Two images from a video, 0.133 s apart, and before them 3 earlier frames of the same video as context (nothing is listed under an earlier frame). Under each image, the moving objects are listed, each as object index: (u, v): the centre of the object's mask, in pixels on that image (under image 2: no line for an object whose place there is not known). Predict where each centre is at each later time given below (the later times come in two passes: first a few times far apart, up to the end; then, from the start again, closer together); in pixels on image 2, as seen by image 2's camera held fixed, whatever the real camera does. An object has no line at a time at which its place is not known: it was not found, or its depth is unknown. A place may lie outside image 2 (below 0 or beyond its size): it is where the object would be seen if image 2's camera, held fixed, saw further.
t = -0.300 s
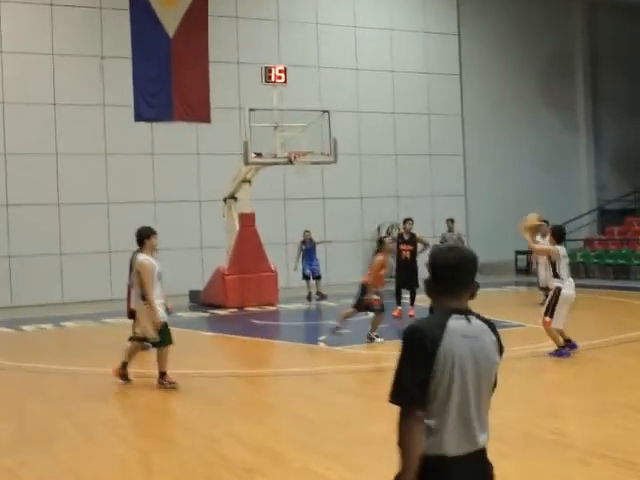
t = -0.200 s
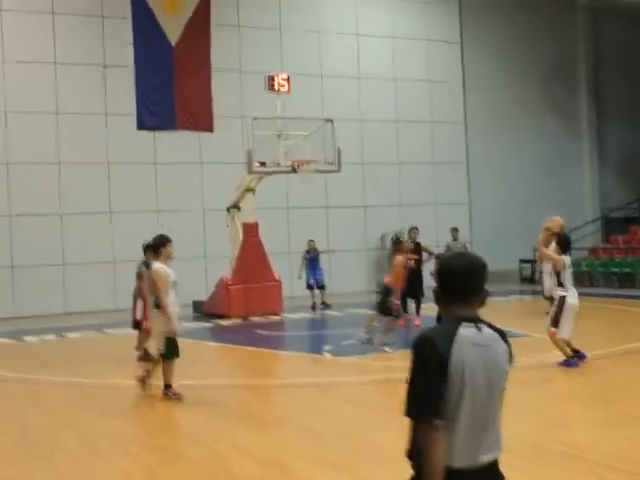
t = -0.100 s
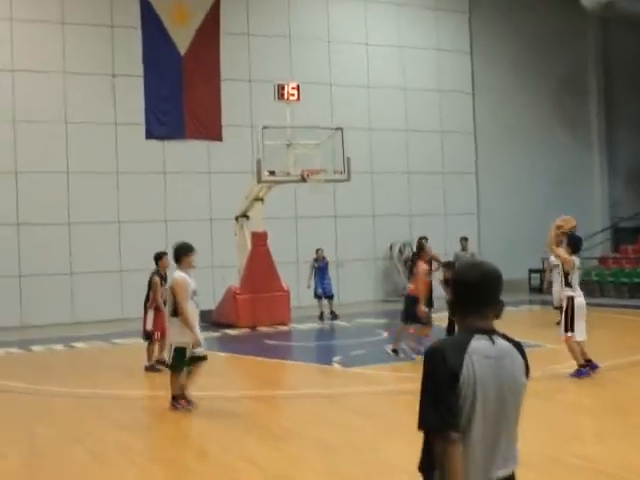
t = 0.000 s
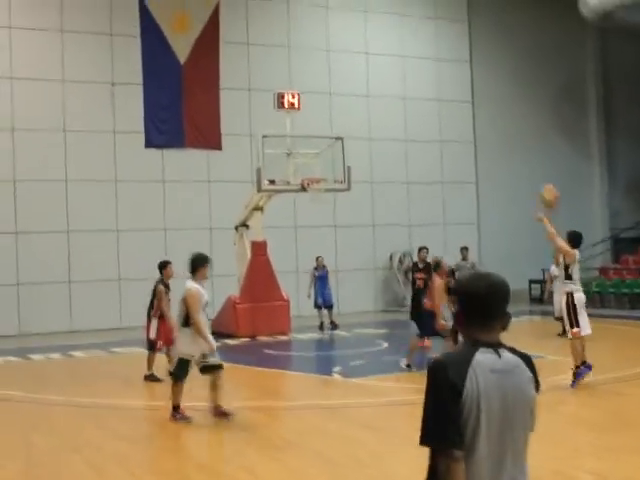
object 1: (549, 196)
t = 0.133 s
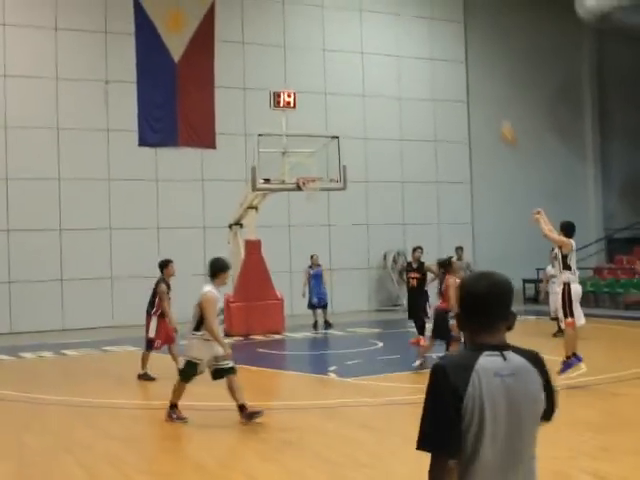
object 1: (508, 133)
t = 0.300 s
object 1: (470, 83)
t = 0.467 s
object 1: (437, 59)
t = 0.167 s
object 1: (501, 121)
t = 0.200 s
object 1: (493, 110)
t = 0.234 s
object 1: (486, 101)
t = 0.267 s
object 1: (479, 92)
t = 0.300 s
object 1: (470, 83)
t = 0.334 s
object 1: (463, 77)
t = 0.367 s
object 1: (456, 72)
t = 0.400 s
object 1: (448, 65)
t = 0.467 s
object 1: (437, 59)
